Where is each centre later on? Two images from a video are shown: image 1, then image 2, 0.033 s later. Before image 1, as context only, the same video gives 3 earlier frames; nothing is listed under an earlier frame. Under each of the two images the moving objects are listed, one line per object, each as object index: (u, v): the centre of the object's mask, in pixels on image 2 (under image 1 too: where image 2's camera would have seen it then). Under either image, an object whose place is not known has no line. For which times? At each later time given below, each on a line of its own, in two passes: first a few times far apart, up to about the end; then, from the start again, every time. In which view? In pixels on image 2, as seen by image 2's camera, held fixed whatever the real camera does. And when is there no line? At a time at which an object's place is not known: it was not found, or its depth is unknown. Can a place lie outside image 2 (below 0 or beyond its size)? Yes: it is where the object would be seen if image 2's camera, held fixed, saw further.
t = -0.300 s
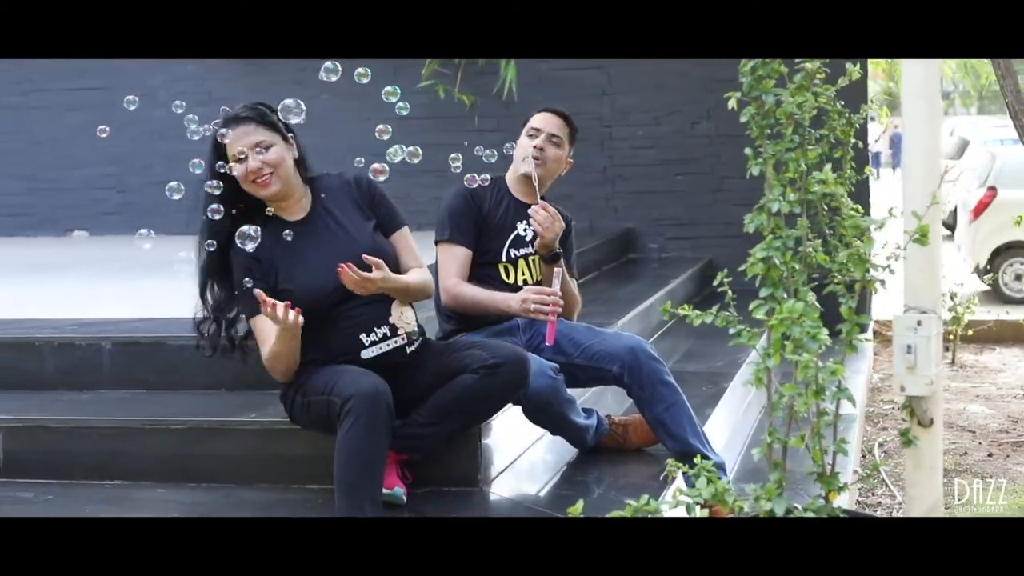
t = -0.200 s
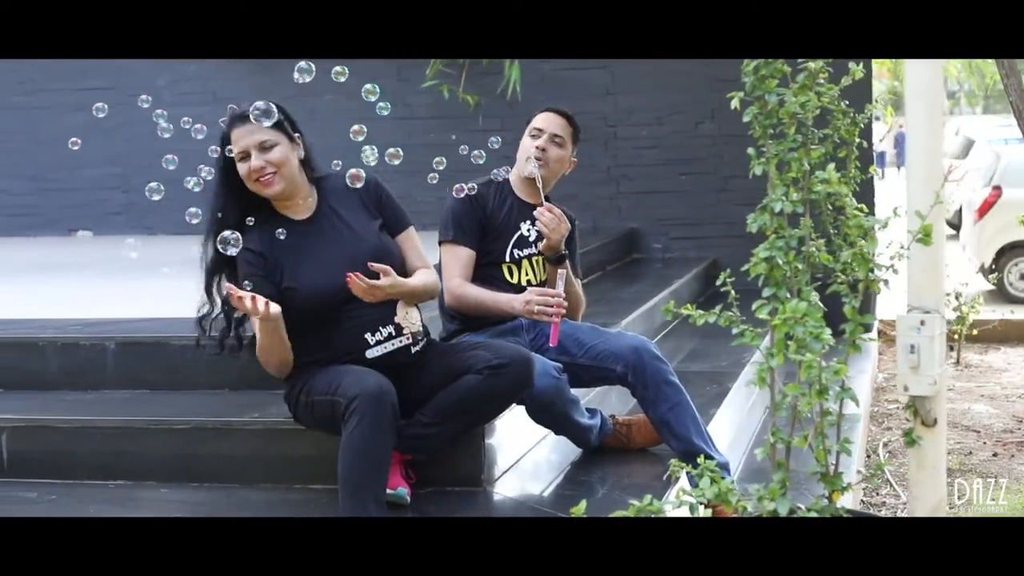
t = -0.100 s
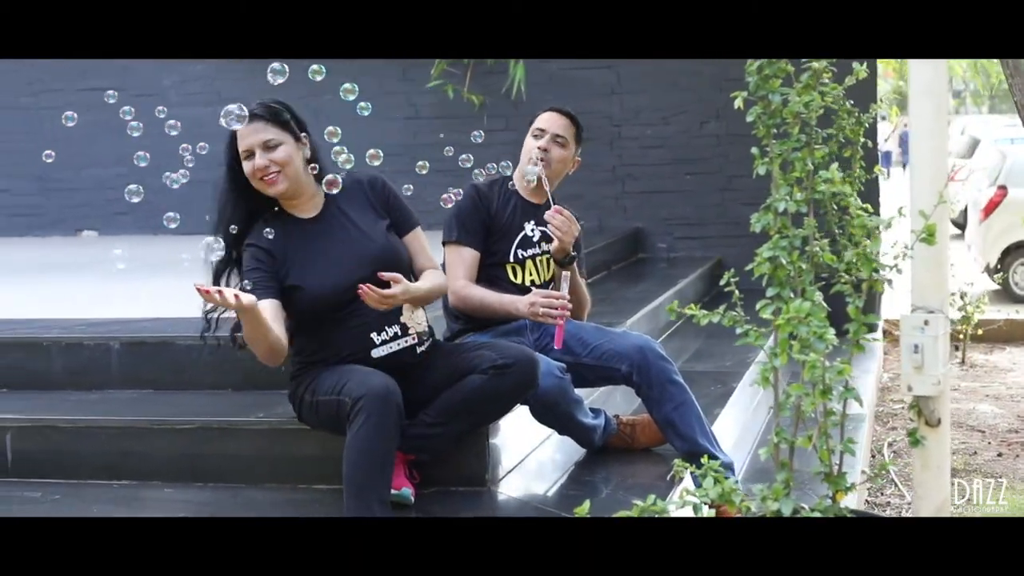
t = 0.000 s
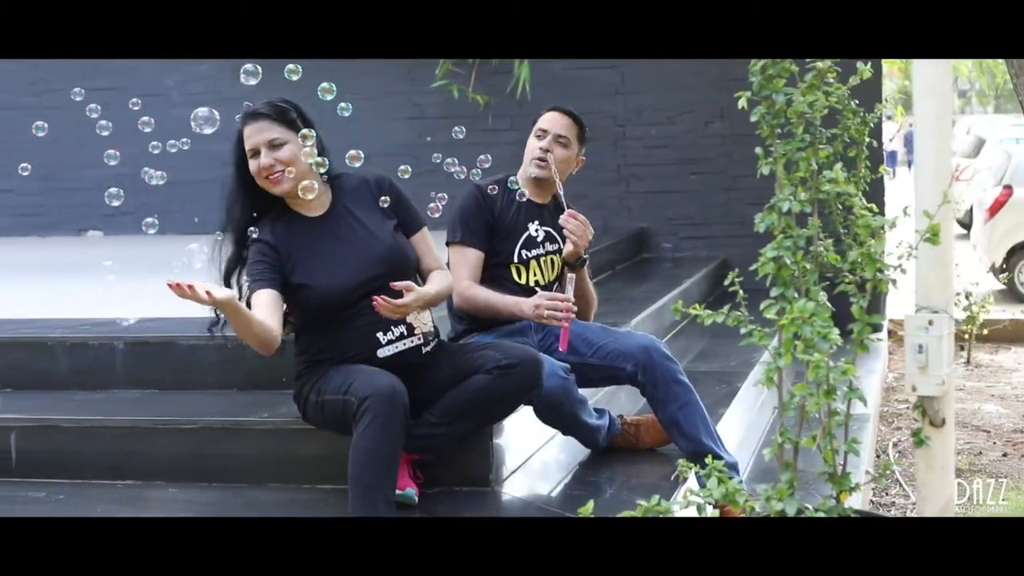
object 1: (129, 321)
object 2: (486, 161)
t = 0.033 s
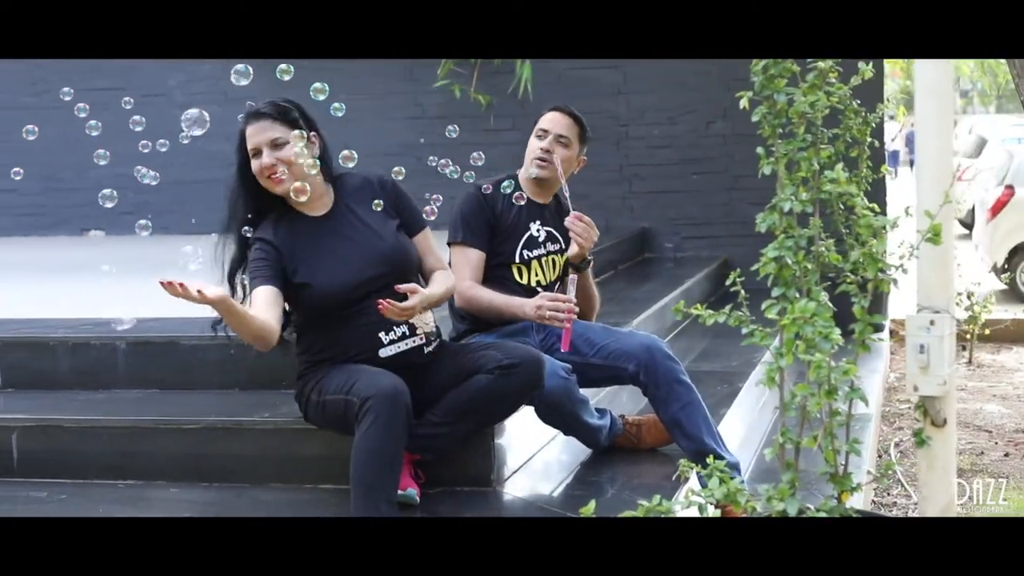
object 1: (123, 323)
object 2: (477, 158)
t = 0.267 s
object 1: (85, 354)
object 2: (423, 146)
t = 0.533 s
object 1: (56, 400)
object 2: (352, 127)
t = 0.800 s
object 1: (34, 446)
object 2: (271, 107)
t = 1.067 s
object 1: (11, 490)
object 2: (183, 94)
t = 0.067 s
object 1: (117, 326)
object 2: (469, 156)
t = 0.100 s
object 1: (111, 328)
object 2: (461, 154)
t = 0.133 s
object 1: (106, 333)
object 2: (454, 152)
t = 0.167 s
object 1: (100, 338)
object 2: (446, 151)
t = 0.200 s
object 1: (95, 344)
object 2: (439, 149)
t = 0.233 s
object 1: (90, 349)
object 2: (431, 148)
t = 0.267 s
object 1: (85, 354)
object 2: (423, 146)
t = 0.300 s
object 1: (81, 360)
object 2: (416, 145)
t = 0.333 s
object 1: (77, 365)
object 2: (407, 143)
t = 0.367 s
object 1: (72, 371)
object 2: (399, 140)
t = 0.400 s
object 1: (69, 377)
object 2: (390, 138)
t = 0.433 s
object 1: (65, 382)
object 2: (381, 135)
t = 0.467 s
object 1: (62, 388)
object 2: (371, 133)
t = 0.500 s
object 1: (59, 394)
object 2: (362, 130)
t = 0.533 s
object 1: (56, 400)
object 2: (352, 127)
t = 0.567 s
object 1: (54, 405)
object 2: (343, 125)
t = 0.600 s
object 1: (51, 411)
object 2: (333, 122)
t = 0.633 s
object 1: (48, 417)
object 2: (323, 119)
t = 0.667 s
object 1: (46, 423)
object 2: (313, 116)
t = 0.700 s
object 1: (43, 429)
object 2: (303, 113)
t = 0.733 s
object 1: (40, 434)
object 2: (292, 111)
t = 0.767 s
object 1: (37, 440)
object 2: (281, 106)
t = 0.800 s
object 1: (34, 446)
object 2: (271, 107)
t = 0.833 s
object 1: (32, 451)
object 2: (261, 105)
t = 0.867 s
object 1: (29, 457)
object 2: (250, 104)
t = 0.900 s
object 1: (26, 462)
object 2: (239, 102)
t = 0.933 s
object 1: (23, 468)
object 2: (228, 100)
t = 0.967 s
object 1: (20, 474)
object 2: (217, 98)
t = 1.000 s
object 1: (17, 479)
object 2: (206, 97)
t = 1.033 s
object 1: (14, 485)
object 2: (195, 95)
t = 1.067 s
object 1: (11, 490)
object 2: (183, 94)
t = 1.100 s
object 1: (9, 496)
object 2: (172, 92)
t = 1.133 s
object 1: (6, 502)
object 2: (160, 91)
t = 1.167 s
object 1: (3, 508)
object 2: (148, 89)
